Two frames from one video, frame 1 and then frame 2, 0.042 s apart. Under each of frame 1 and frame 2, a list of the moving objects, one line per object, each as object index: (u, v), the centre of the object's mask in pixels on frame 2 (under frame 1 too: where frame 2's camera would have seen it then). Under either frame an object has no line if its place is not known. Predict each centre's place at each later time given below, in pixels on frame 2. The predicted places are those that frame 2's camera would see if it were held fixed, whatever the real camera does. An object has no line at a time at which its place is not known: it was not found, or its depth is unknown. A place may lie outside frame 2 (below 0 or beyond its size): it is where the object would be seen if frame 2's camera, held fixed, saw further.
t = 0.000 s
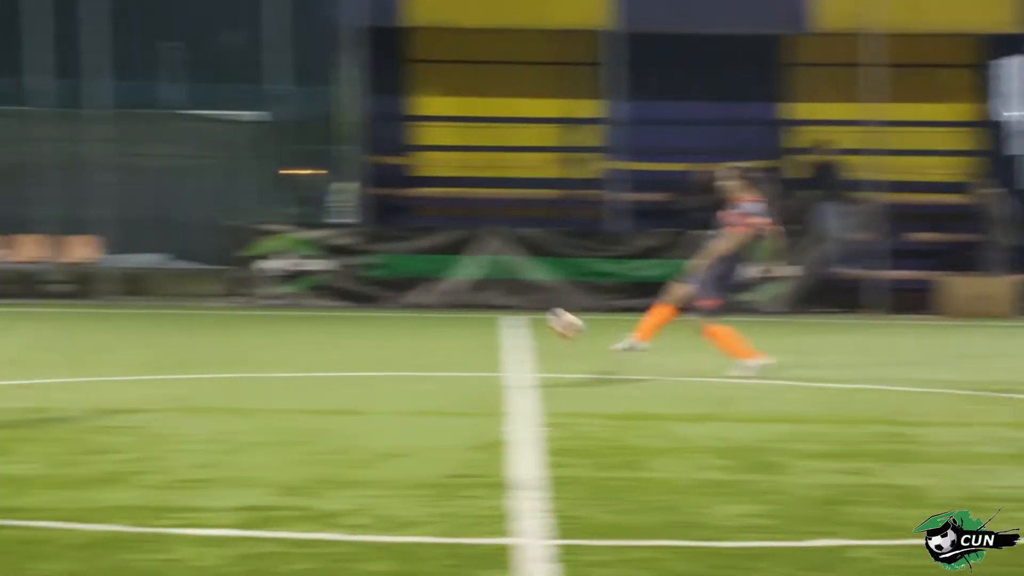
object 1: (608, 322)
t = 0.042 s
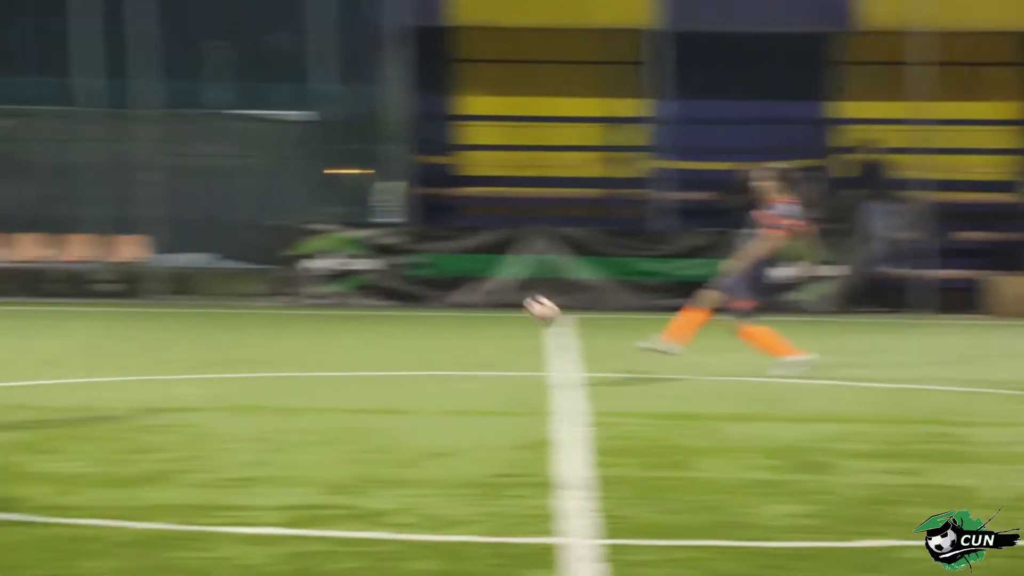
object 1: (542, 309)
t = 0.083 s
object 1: (479, 299)
